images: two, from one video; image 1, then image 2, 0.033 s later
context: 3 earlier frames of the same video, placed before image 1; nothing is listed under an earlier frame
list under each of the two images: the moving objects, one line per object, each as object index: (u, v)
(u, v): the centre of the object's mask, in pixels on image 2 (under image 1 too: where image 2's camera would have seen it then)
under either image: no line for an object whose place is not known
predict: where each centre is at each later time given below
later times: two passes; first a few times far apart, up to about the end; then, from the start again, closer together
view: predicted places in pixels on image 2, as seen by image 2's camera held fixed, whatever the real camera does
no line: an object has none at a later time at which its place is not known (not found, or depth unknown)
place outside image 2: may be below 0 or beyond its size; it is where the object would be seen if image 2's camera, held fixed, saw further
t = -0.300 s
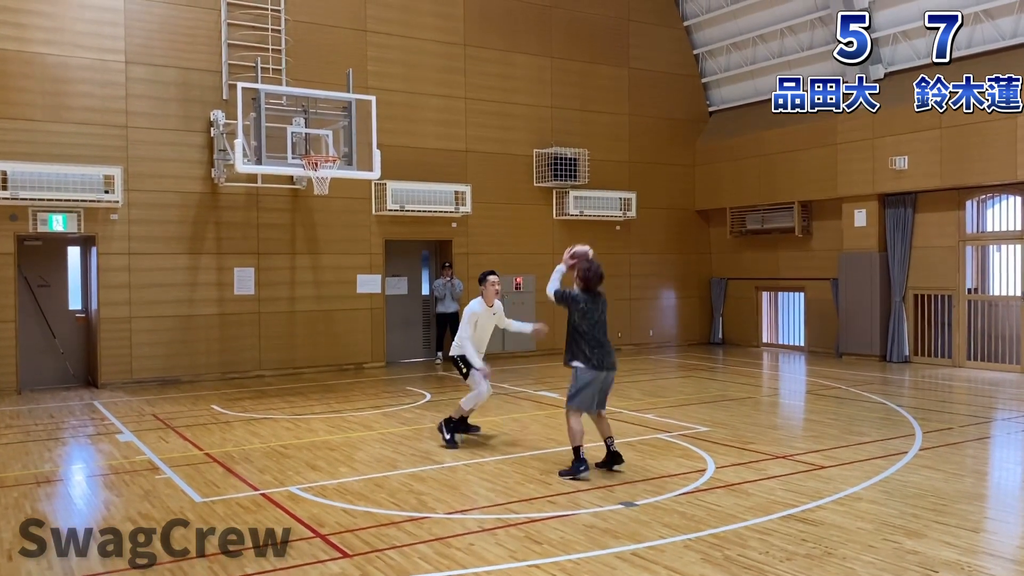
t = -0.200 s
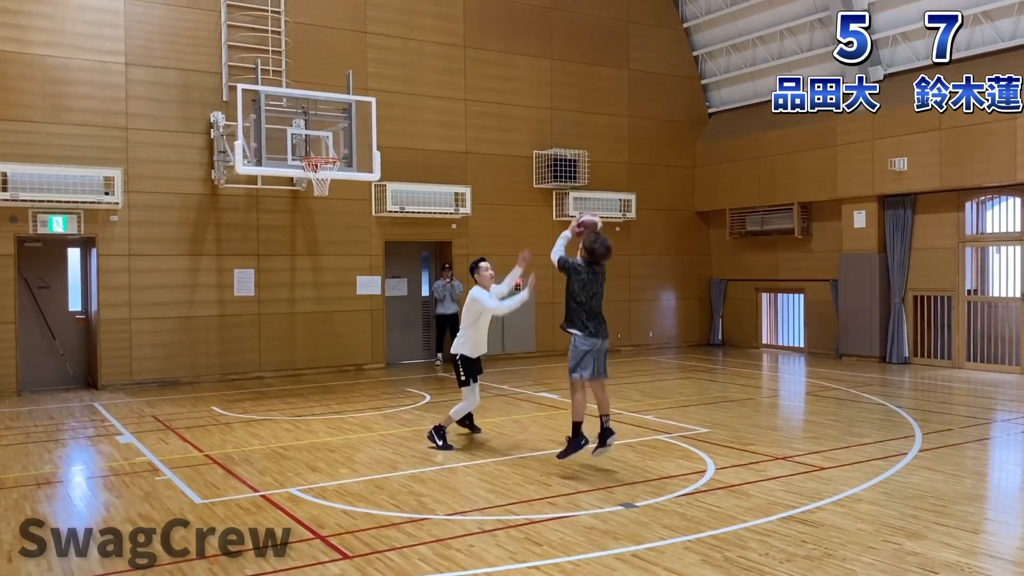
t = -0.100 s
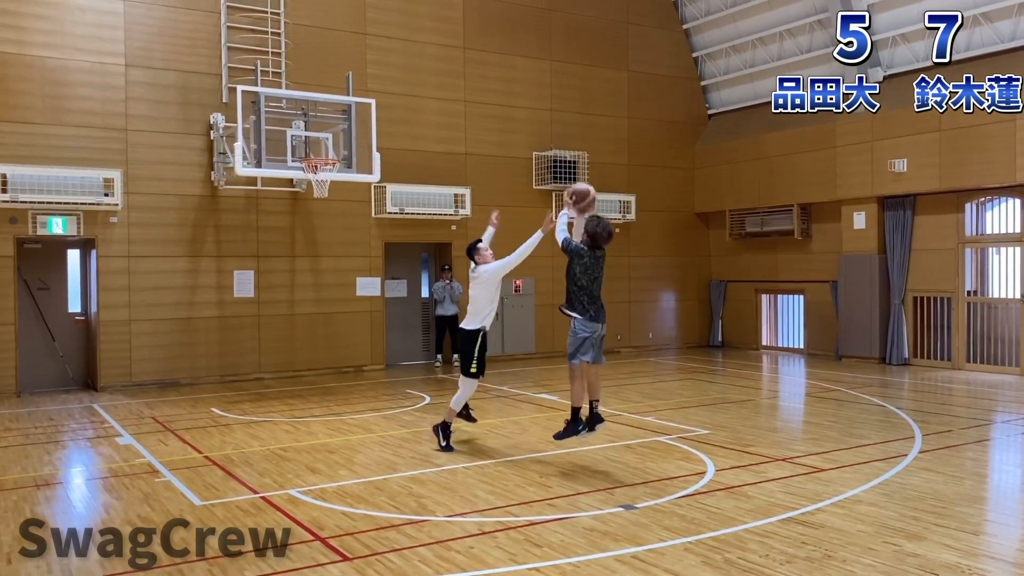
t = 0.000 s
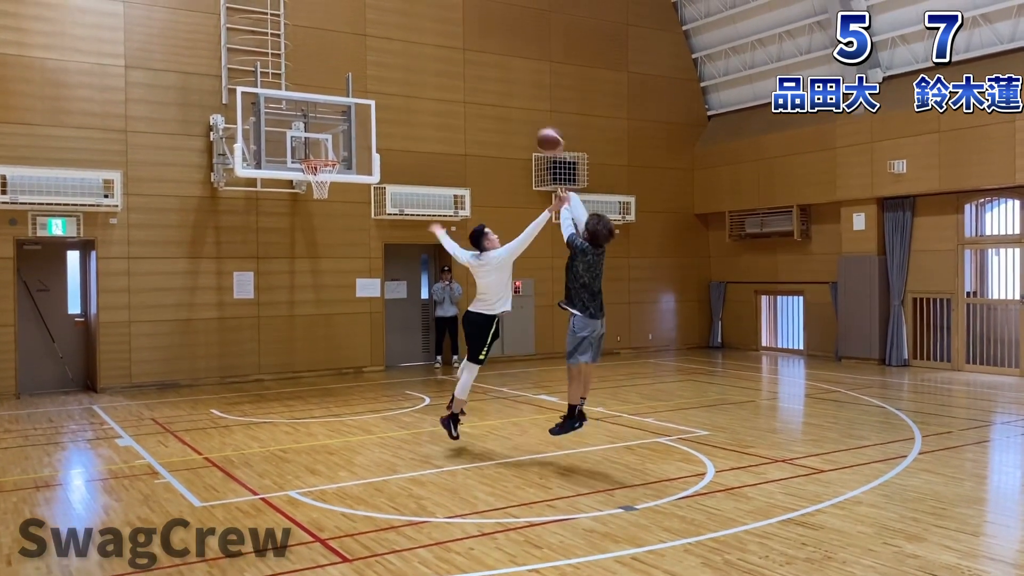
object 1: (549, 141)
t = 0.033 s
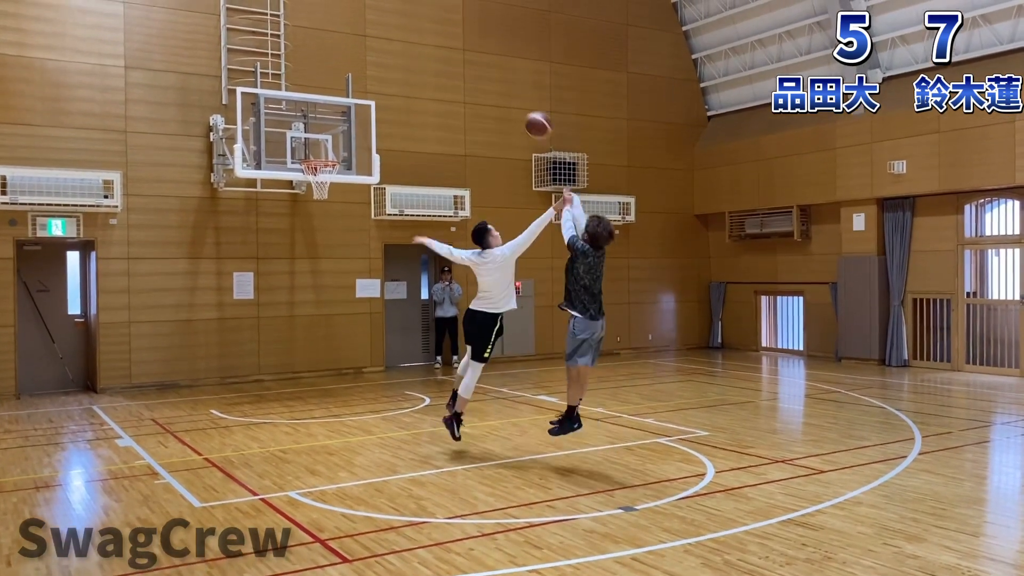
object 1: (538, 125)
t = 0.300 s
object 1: (457, 50)
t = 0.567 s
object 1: (393, 55)
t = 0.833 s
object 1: (342, 117)
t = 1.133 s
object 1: (320, 118)
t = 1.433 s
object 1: (313, 122)
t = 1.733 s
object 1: (318, 151)
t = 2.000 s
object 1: (333, 150)
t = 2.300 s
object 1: (358, 175)
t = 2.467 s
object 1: (375, 209)
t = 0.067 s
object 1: (527, 110)
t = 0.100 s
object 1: (516, 97)
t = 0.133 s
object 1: (505, 86)
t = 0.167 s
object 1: (495, 76)
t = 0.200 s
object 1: (485, 68)
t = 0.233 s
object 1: (475, 60)
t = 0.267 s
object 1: (466, 55)
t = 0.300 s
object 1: (457, 50)
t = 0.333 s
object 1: (448, 47)
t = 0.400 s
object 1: (431, 44)
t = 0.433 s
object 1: (423, 44)
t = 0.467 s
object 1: (415, 45)
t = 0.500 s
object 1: (408, 48)
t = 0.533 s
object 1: (400, 51)
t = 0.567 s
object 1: (393, 55)
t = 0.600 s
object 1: (385, 60)
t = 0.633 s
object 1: (380, 65)
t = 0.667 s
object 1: (373, 72)
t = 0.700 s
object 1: (367, 79)
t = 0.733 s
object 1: (361, 88)
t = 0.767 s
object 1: (355, 97)
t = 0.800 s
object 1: (348, 107)
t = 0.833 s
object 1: (342, 117)
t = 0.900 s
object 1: (331, 139)
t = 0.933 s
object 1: (326, 151)
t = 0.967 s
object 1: (324, 147)
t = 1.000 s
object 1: (324, 139)
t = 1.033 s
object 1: (323, 133)
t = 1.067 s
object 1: (322, 127)
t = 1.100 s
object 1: (321, 122)
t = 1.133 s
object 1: (320, 118)
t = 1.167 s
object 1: (319, 115)
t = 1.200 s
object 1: (318, 113)
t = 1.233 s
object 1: (318, 111)
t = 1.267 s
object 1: (317, 111)
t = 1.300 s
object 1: (316, 112)
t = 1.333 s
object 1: (315, 113)
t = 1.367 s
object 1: (315, 115)
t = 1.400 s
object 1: (314, 118)
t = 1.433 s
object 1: (313, 122)
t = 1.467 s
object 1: (312, 128)
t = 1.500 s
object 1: (312, 133)
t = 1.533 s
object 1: (311, 139)
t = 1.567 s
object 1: (310, 147)
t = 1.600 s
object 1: (310, 152)
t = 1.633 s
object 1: (312, 151)
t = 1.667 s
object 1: (315, 151)
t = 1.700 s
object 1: (317, 150)
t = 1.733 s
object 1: (318, 151)
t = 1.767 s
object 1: (322, 153)
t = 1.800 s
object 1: (324, 154)
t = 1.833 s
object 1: (324, 152)
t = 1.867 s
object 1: (325, 151)
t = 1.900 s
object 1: (328, 150)
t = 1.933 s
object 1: (329, 149)
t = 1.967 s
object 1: (331, 149)
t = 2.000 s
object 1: (333, 150)
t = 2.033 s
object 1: (335, 151)
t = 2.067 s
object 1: (337, 152)
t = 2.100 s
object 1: (339, 155)
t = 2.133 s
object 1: (341, 157)
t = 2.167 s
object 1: (345, 159)
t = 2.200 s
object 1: (348, 161)
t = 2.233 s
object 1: (352, 165)
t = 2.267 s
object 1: (355, 170)
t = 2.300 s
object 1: (358, 175)
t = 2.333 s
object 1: (361, 179)
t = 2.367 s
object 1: (365, 185)
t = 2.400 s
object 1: (367, 192)
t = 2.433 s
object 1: (371, 200)
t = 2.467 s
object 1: (375, 209)
